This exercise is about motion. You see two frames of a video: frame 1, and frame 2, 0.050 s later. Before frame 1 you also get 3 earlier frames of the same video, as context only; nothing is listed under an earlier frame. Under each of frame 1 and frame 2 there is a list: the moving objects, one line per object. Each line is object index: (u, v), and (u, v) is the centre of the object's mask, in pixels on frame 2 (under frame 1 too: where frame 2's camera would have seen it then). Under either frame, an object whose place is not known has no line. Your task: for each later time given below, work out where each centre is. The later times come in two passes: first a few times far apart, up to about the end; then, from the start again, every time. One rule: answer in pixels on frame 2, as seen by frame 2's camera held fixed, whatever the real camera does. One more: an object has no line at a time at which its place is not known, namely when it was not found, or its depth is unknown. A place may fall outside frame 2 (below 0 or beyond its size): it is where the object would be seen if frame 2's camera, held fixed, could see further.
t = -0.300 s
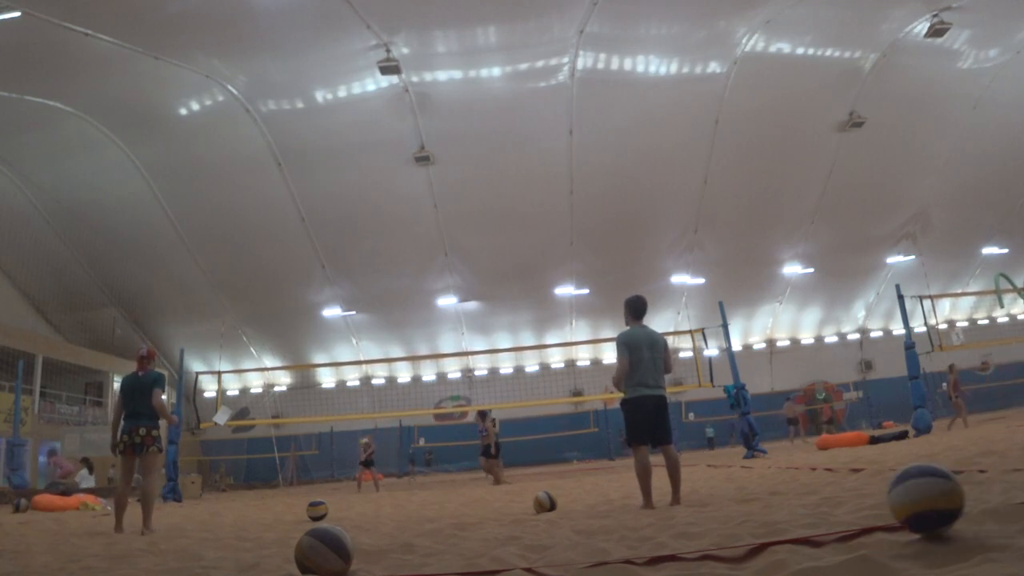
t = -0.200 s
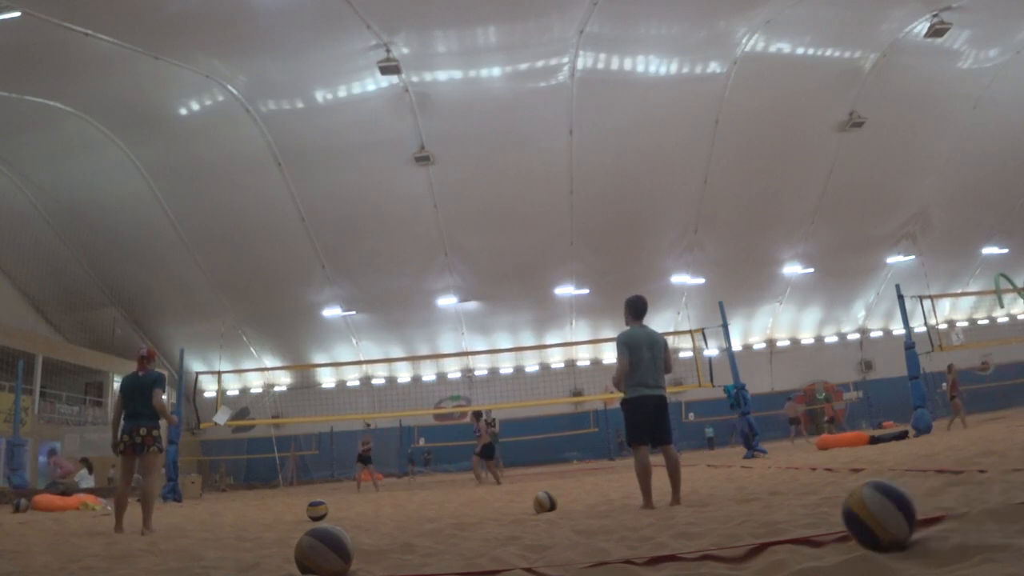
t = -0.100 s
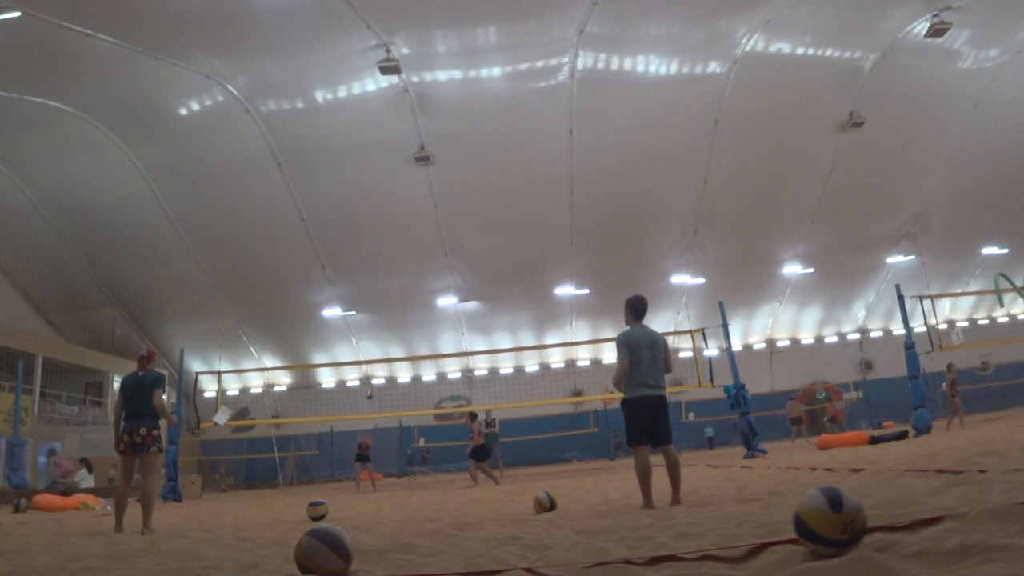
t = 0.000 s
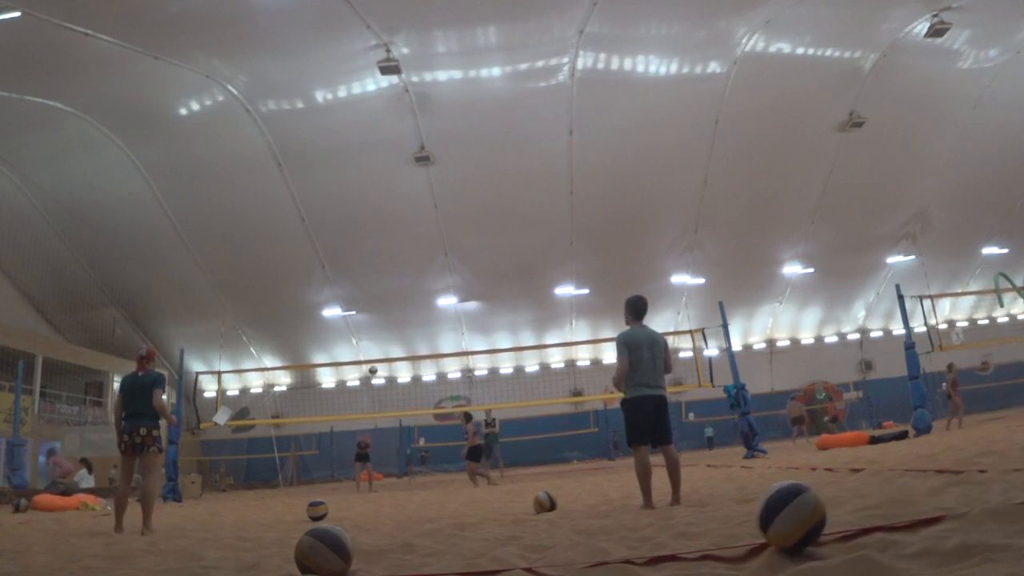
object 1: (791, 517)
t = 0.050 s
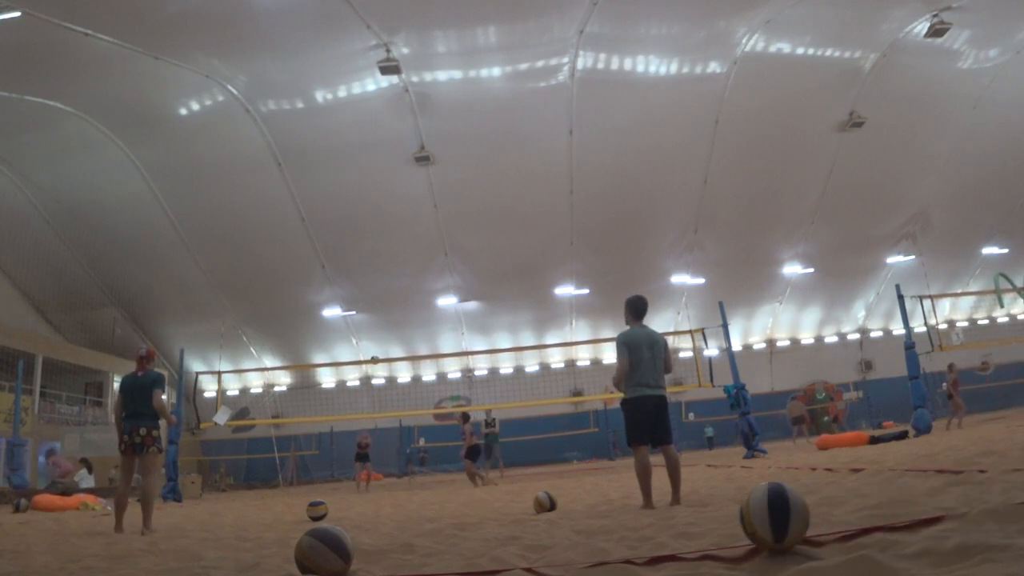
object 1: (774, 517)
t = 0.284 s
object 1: (719, 533)
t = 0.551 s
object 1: (672, 538)
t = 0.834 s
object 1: (632, 542)
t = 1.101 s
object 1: (604, 547)
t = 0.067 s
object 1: (769, 519)
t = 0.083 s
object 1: (764, 520)
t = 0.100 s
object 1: (759, 521)
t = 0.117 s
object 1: (755, 524)
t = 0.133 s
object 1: (751, 526)
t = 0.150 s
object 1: (747, 528)
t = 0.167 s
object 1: (742, 529)
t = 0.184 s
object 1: (738, 532)
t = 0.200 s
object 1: (735, 534)
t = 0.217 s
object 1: (731, 534)
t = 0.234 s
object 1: (728, 533)
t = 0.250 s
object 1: (725, 533)
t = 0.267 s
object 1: (722, 533)
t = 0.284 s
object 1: (719, 533)
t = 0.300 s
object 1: (716, 534)
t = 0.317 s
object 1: (713, 535)
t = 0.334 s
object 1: (710, 534)
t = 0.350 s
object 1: (706, 534)
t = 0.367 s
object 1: (703, 535)
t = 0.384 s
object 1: (700, 535)
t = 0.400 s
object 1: (696, 535)
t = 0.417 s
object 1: (693, 536)
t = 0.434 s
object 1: (691, 536)
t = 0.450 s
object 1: (688, 537)
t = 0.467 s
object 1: (685, 537)
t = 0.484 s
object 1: (683, 538)
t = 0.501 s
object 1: (680, 538)
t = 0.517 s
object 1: (678, 538)
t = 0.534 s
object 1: (675, 538)
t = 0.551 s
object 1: (672, 538)
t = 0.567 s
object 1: (670, 538)
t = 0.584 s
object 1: (667, 538)
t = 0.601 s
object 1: (665, 538)
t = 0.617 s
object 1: (663, 538)
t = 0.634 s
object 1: (660, 539)
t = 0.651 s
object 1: (658, 539)
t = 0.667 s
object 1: (655, 539)
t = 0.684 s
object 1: (653, 540)
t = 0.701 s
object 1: (650, 540)
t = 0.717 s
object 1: (648, 540)
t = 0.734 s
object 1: (646, 541)
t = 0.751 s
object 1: (643, 541)
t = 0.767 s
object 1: (641, 541)
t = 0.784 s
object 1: (639, 542)
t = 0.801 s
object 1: (637, 542)
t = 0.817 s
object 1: (635, 542)
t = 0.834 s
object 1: (632, 542)
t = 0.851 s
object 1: (630, 542)
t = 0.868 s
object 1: (628, 542)
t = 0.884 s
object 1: (626, 542)
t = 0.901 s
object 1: (624, 543)
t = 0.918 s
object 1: (622, 543)
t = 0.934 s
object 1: (620, 543)
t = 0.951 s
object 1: (619, 543)
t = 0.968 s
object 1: (616, 544)
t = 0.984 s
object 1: (615, 544)
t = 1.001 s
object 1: (613, 544)
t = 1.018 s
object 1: (612, 544)
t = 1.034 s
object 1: (610, 545)
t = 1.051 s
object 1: (609, 545)
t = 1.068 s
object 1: (608, 546)
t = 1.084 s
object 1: (606, 546)
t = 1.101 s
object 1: (604, 547)
